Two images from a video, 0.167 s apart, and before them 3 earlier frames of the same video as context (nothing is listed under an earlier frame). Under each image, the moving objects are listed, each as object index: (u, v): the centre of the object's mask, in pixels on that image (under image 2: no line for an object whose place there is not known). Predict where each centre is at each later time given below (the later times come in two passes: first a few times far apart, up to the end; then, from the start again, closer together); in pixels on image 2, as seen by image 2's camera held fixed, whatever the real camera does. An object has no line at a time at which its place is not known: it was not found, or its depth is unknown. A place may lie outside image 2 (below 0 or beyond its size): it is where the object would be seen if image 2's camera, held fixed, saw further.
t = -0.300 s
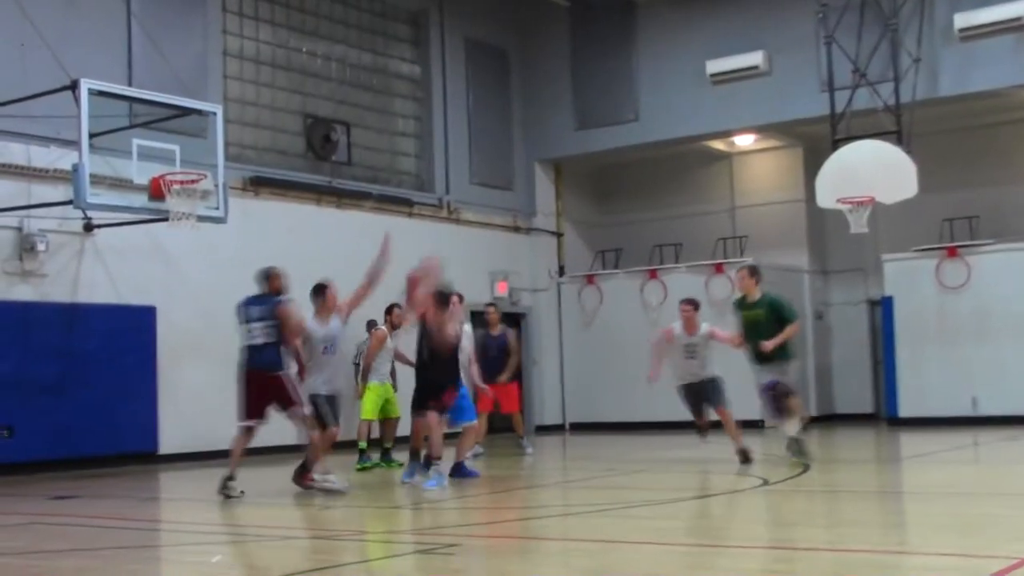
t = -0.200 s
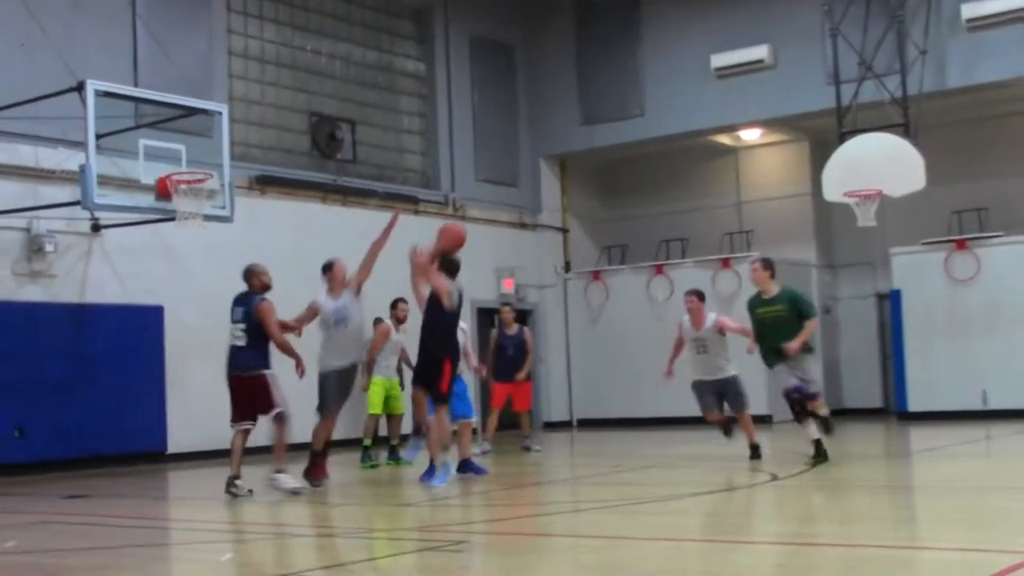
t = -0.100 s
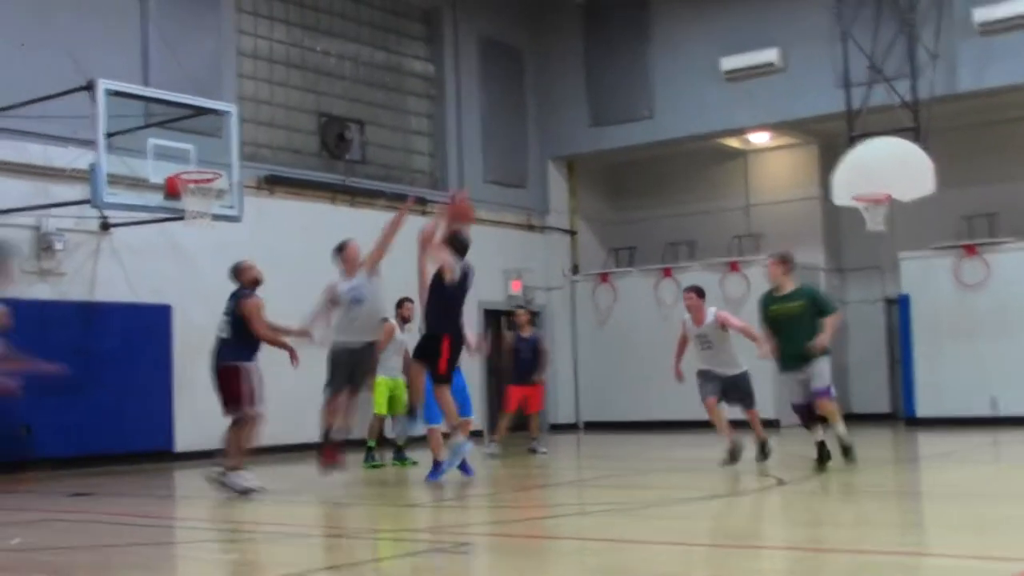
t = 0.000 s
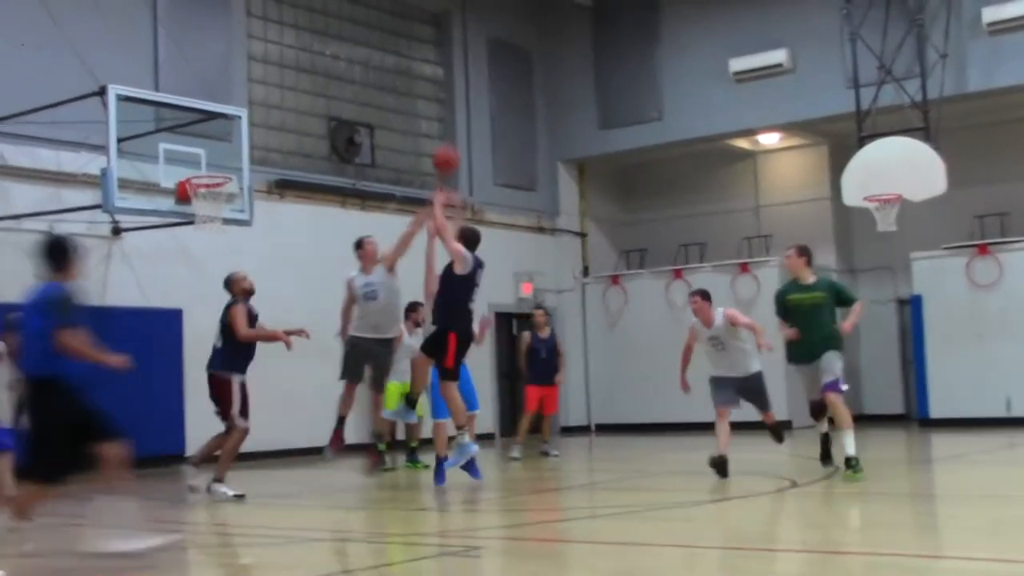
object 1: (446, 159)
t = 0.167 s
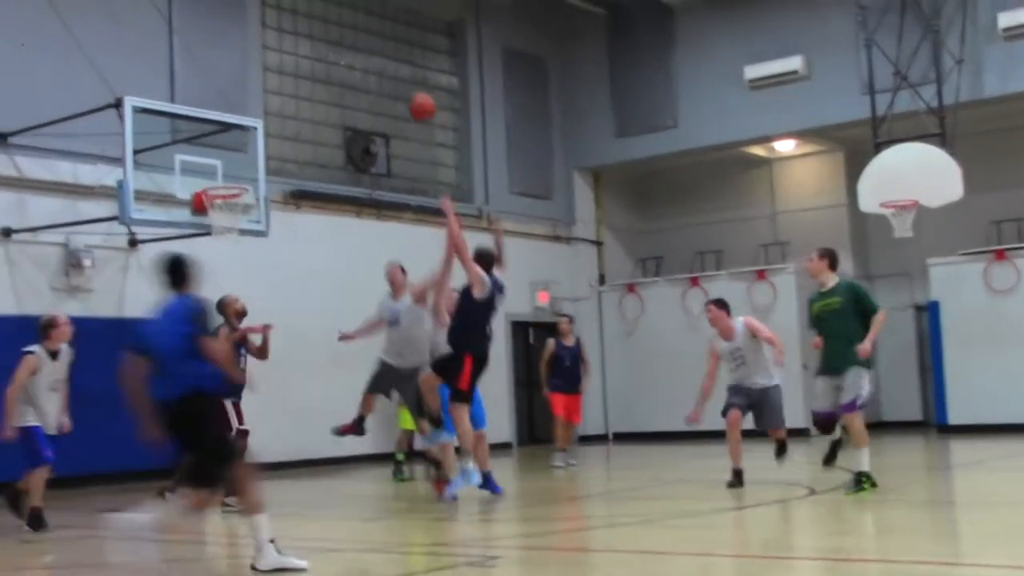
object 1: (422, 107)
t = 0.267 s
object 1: (404, 89)
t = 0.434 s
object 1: (371, 77)
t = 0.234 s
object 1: (408, 91)
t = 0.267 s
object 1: (404, 89)
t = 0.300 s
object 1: (395, 83)
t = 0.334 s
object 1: (387, 79)
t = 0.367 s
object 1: (383, 78)
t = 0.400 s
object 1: (374, 77)
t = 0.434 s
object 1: (371, 77)
